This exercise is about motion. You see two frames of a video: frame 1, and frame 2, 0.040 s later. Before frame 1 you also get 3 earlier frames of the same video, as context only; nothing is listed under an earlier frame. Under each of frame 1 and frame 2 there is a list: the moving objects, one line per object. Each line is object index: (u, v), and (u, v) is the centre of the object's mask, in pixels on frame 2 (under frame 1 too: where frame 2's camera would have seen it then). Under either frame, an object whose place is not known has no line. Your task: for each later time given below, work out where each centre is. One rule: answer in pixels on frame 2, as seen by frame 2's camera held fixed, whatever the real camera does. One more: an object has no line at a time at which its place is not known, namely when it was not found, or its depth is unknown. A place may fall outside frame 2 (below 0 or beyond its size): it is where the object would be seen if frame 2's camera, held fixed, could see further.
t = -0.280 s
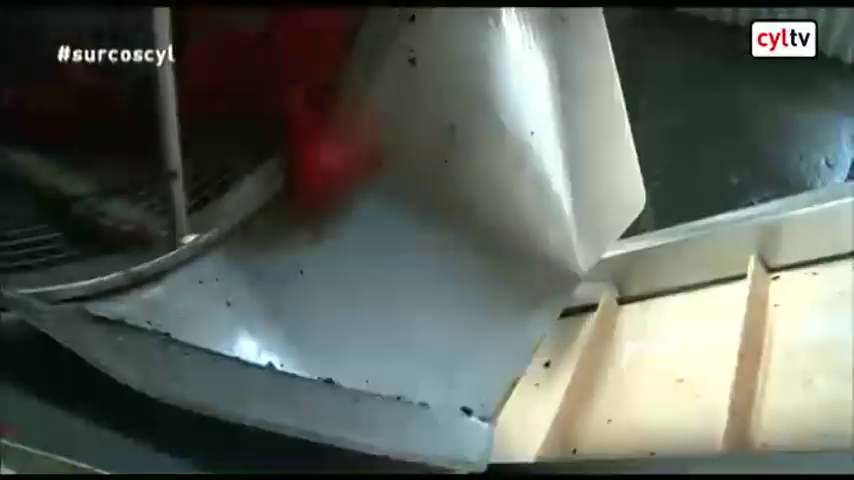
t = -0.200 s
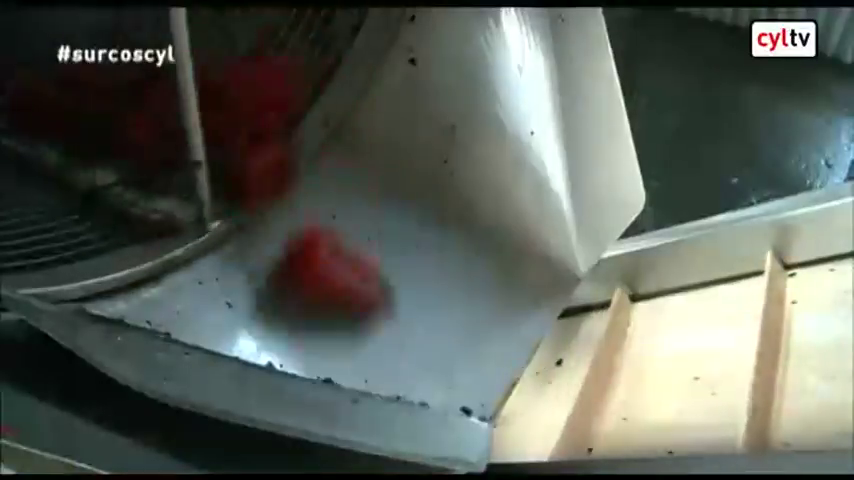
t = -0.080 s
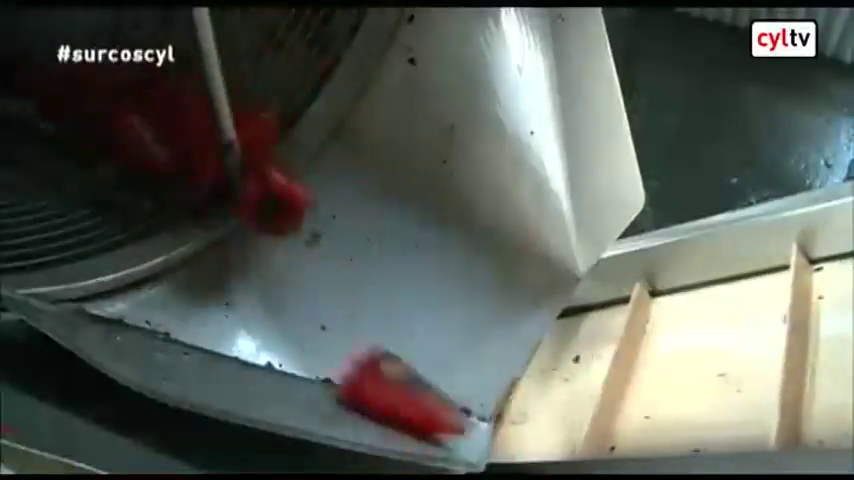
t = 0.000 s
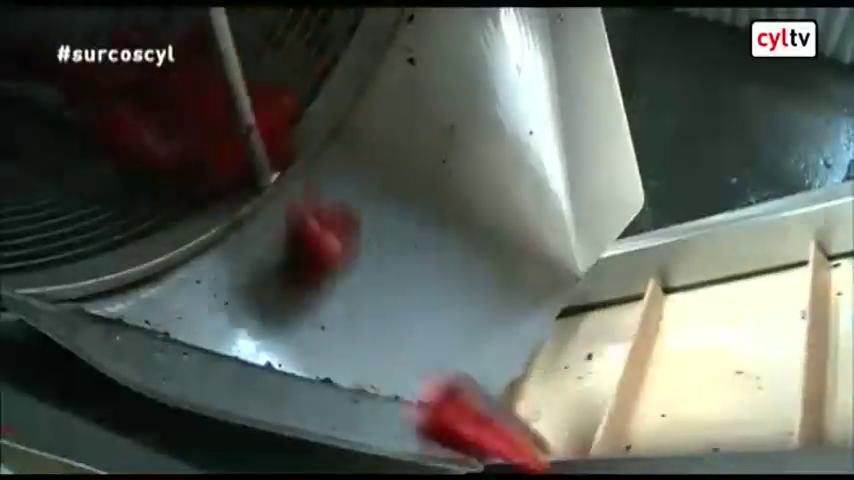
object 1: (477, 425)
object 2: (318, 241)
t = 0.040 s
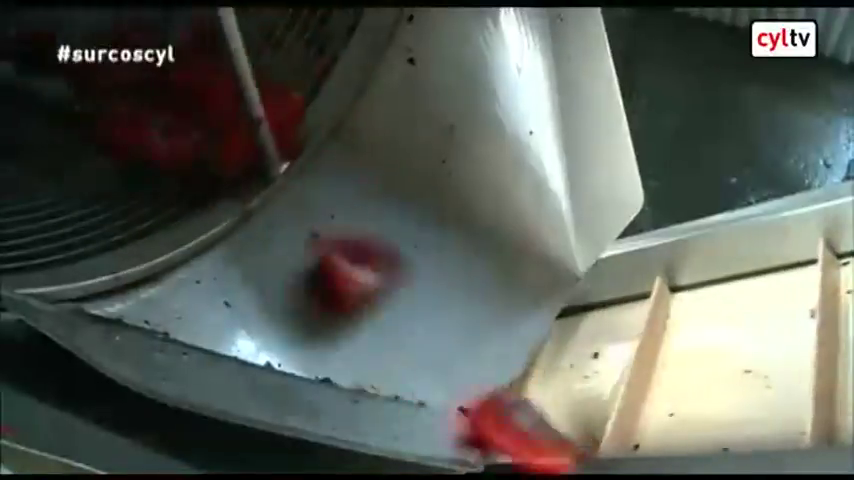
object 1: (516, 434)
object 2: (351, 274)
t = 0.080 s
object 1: (546, 429)
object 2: (388, 297)
